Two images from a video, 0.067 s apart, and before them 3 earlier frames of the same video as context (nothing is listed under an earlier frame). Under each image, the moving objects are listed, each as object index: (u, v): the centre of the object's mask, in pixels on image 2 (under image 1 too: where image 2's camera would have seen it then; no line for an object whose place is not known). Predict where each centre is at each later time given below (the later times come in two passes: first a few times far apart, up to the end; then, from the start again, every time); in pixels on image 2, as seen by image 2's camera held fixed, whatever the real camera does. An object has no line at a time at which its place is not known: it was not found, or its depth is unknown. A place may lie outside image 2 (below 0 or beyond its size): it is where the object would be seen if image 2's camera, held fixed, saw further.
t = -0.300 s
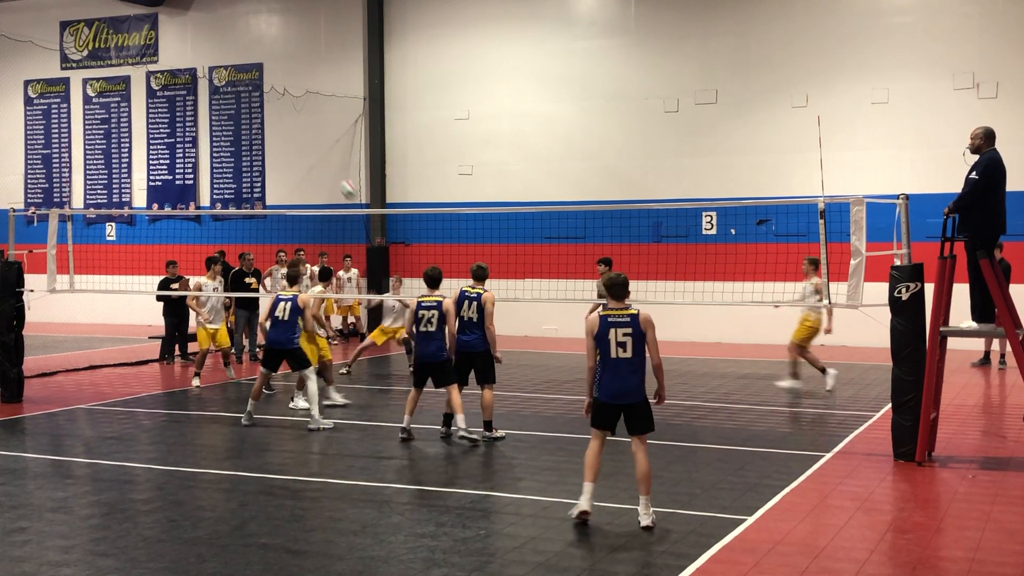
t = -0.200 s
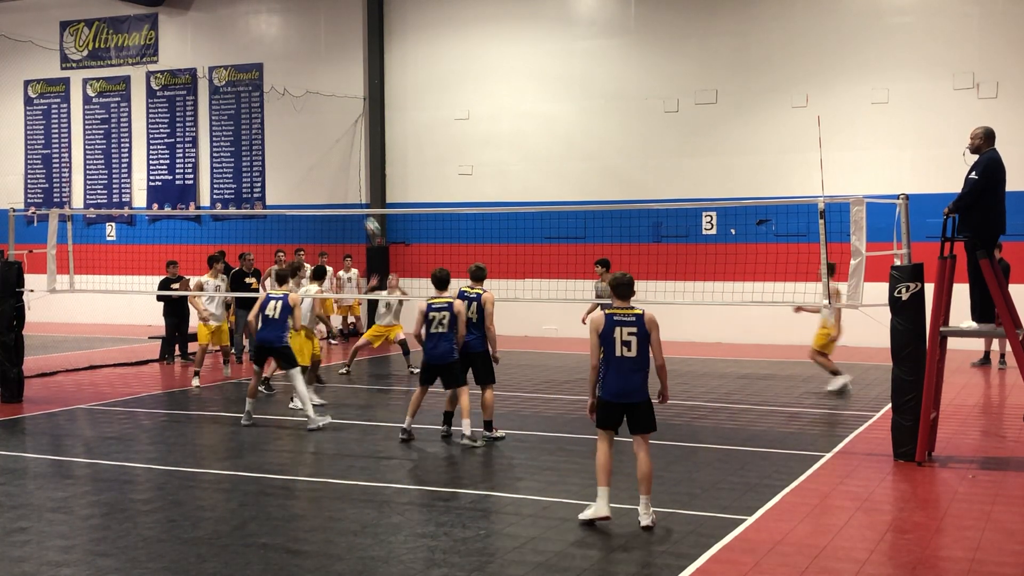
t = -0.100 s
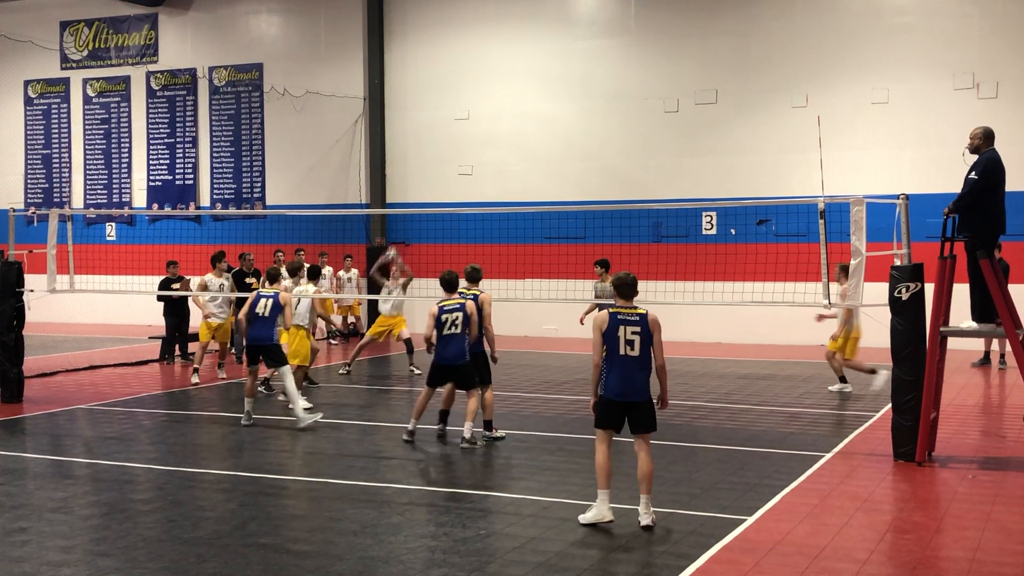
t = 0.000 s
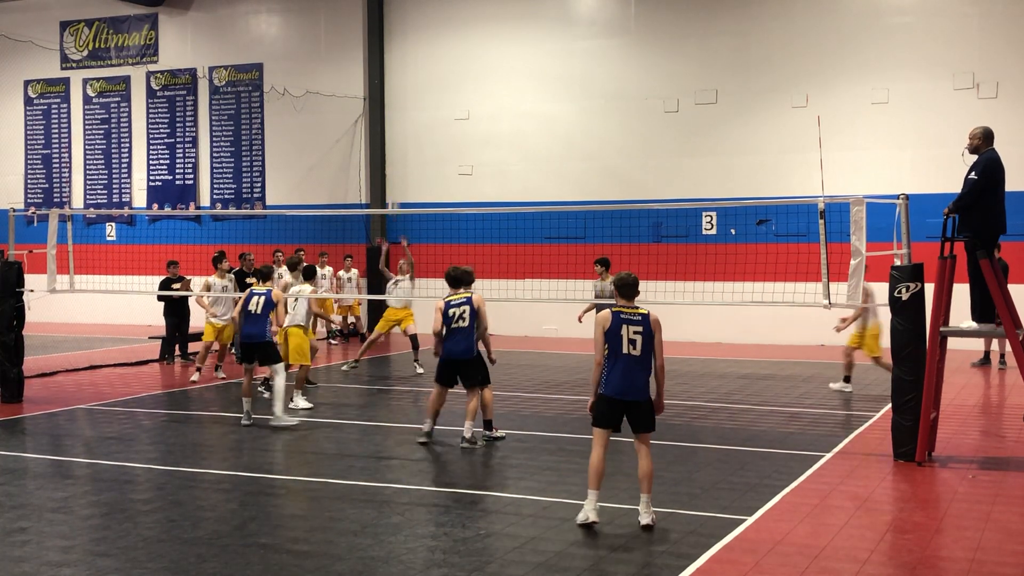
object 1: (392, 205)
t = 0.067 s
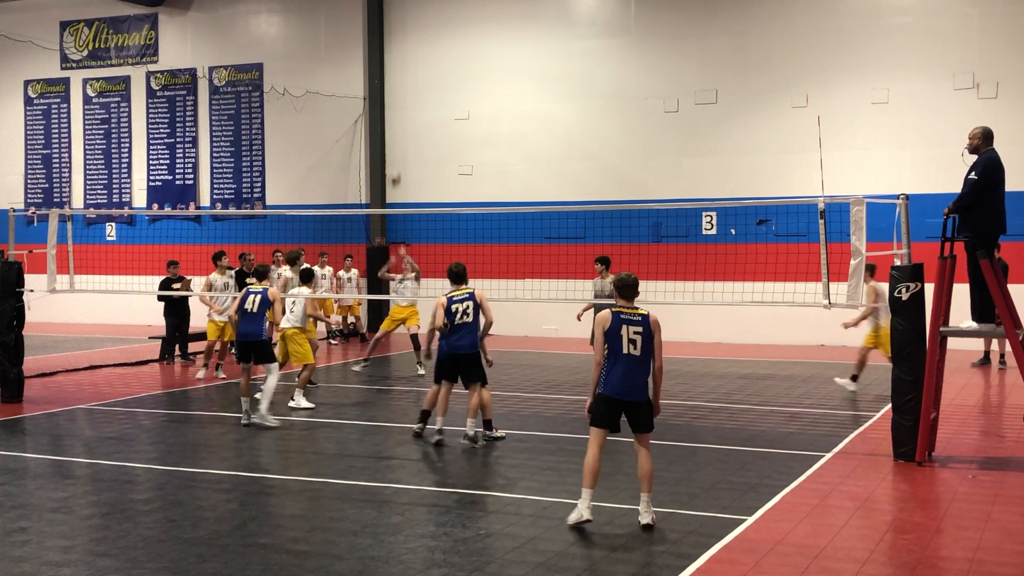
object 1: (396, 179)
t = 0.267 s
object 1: (399, 106)
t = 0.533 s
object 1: (405, 47)
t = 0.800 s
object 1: (412, 38)
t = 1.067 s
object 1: (420, 86)
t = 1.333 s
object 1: (430, 191)
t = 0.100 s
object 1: (395, 166)
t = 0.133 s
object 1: (396, 151)
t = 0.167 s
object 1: (396, 138)
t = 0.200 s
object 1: (397, 127)
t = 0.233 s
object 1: (398, 116)
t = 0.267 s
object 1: (399, 106)
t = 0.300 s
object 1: (399, 95)
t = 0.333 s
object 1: (400, 86)
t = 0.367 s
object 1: (401, 77)
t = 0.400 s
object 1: (401, 69)
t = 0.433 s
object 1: (402, 63)
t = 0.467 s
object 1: (403, 57)
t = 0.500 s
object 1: (404, 51)
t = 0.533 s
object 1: (405, 47)
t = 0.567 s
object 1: (406, 42)
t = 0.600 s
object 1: (406, 39)
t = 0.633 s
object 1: (407, 37)
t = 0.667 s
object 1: (408, 36)
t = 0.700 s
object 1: (409, 35)
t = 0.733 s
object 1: (410, 35)
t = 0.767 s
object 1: (411, 36)
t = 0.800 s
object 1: (412, 38)
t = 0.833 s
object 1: (413, 41)
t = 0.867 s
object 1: (414, 45)
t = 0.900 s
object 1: (415, 49)
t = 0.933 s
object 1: (416, 54)
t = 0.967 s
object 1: (417, 60)
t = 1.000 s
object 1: (418, 68)
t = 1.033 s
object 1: (419, 78)
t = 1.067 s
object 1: (420, 86)
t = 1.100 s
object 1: (422, 96)
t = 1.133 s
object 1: (422, 106)
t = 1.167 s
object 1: (423, 120)
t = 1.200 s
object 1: (425, 131)
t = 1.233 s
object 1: (426, 144)
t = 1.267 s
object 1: (427, 161)
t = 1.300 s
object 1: (429, 175)
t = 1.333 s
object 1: (430, 191)
